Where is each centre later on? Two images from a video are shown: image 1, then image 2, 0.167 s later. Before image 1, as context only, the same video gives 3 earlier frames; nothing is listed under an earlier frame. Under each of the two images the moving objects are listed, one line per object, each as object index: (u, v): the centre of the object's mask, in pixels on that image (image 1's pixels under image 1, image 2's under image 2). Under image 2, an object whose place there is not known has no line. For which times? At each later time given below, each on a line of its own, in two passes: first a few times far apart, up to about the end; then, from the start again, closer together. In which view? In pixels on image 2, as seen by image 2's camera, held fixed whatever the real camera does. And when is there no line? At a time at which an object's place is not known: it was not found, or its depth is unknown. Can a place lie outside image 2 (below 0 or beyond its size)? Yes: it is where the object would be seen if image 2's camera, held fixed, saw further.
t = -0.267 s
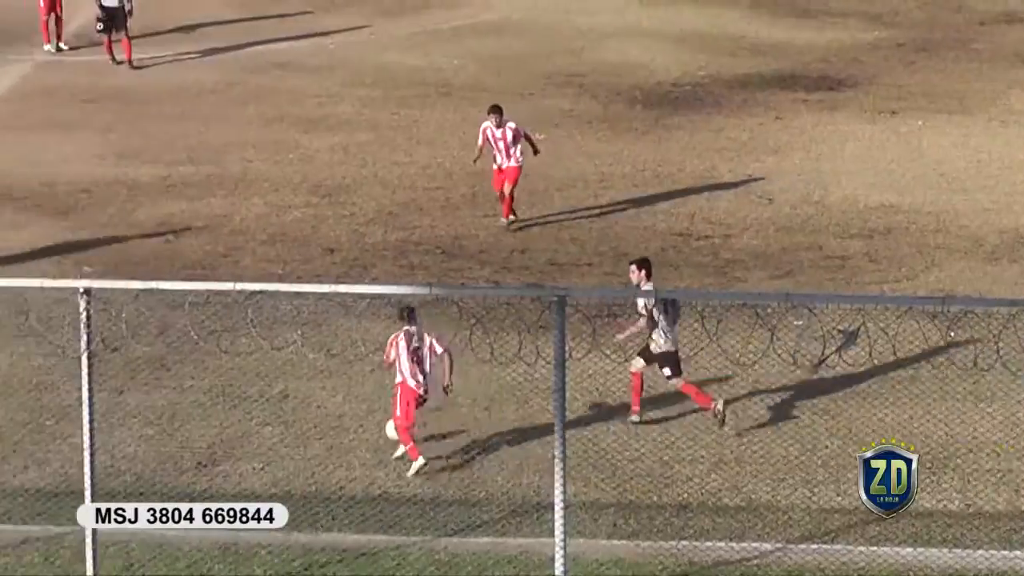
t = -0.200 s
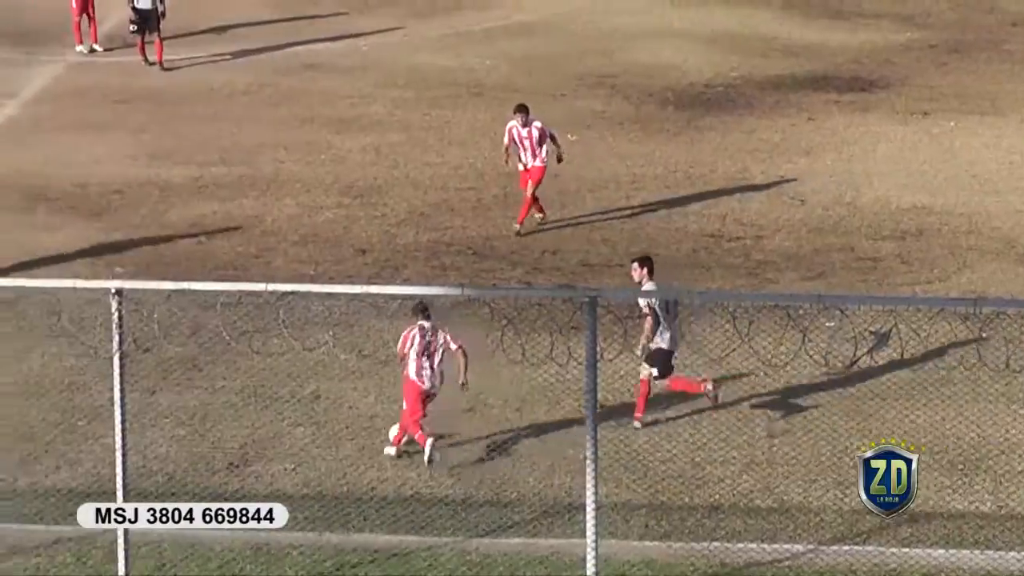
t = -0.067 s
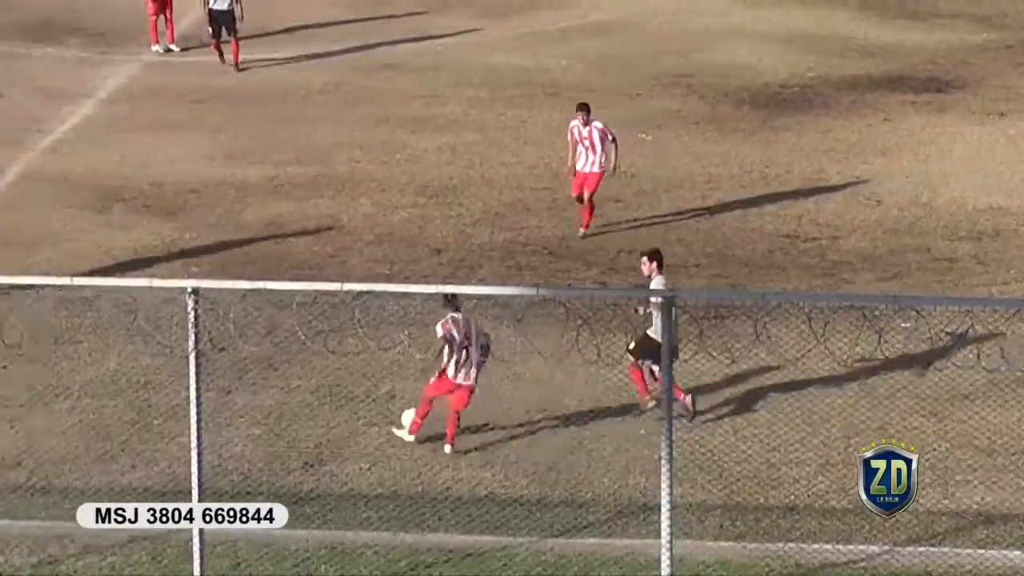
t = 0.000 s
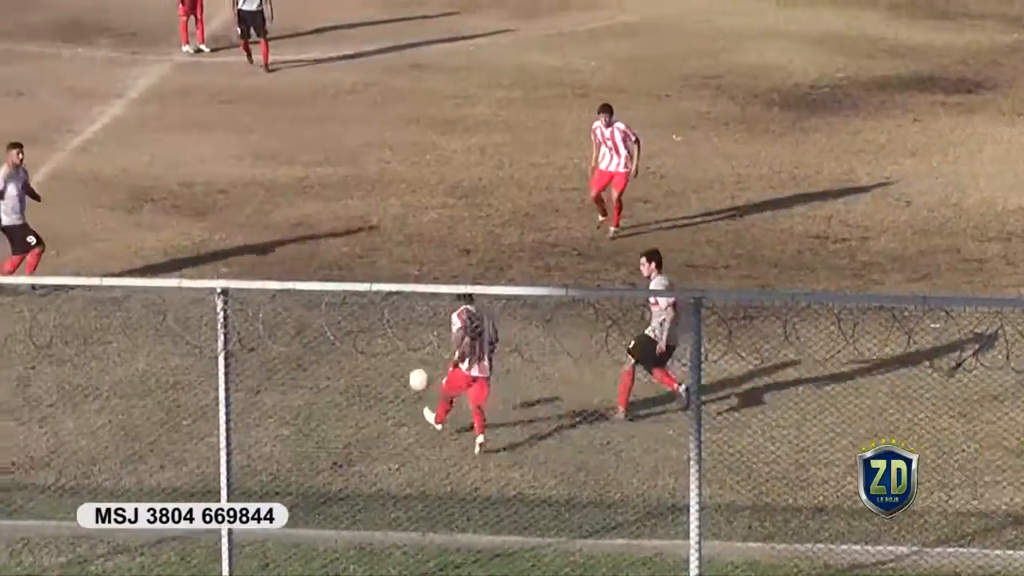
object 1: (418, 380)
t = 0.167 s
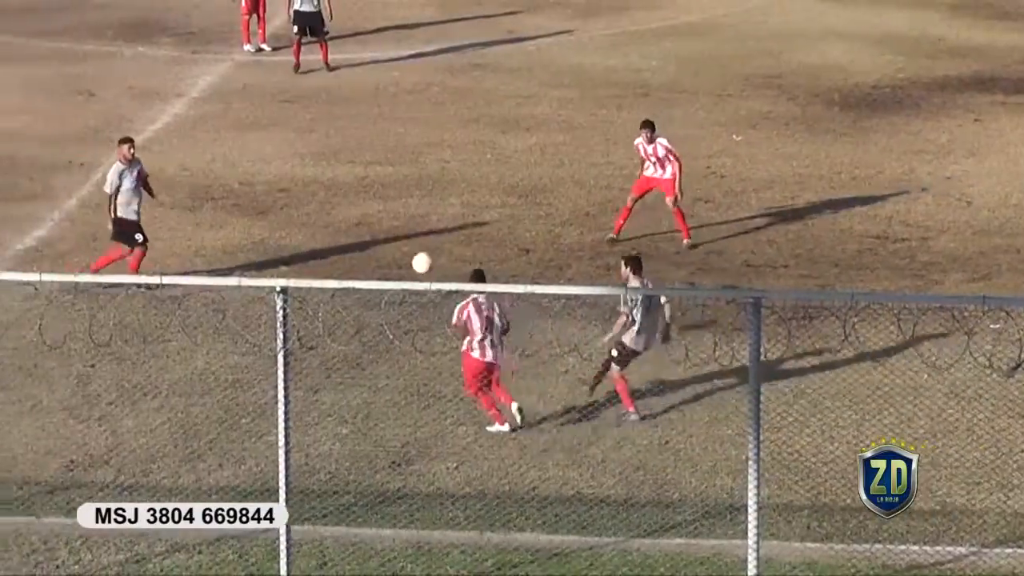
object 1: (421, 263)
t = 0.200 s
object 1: (415, 255)
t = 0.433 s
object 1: (350, 160)
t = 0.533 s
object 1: (328, 140)
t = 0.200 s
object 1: (415, 255)
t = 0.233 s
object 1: (404, 234)
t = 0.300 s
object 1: (388, 207)
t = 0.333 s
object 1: (377, 191)
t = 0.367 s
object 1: (365, 176)
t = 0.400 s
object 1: (359, 171)
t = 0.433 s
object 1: (350, 160)
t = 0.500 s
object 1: (337, 147)
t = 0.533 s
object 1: (328, 140)
